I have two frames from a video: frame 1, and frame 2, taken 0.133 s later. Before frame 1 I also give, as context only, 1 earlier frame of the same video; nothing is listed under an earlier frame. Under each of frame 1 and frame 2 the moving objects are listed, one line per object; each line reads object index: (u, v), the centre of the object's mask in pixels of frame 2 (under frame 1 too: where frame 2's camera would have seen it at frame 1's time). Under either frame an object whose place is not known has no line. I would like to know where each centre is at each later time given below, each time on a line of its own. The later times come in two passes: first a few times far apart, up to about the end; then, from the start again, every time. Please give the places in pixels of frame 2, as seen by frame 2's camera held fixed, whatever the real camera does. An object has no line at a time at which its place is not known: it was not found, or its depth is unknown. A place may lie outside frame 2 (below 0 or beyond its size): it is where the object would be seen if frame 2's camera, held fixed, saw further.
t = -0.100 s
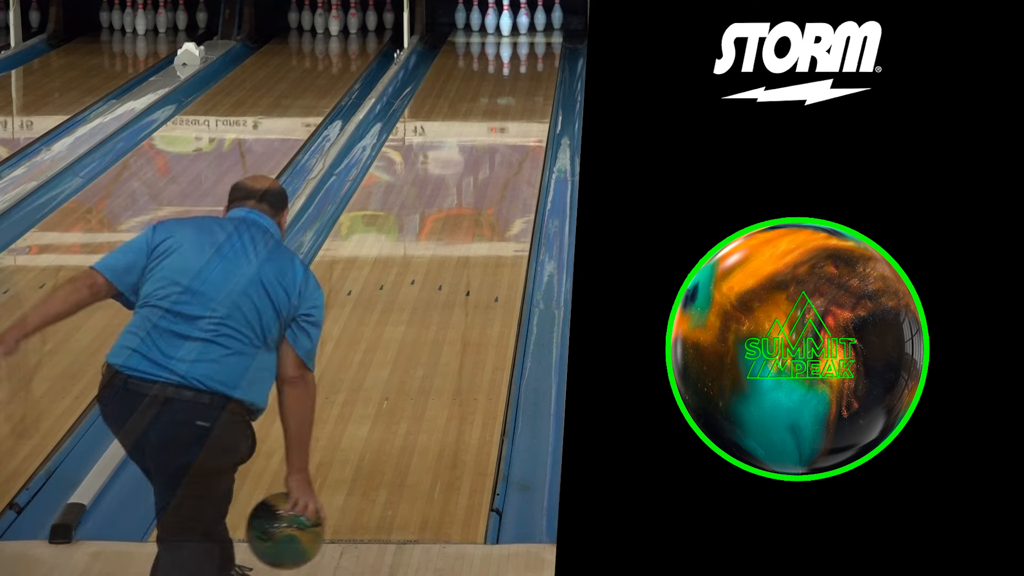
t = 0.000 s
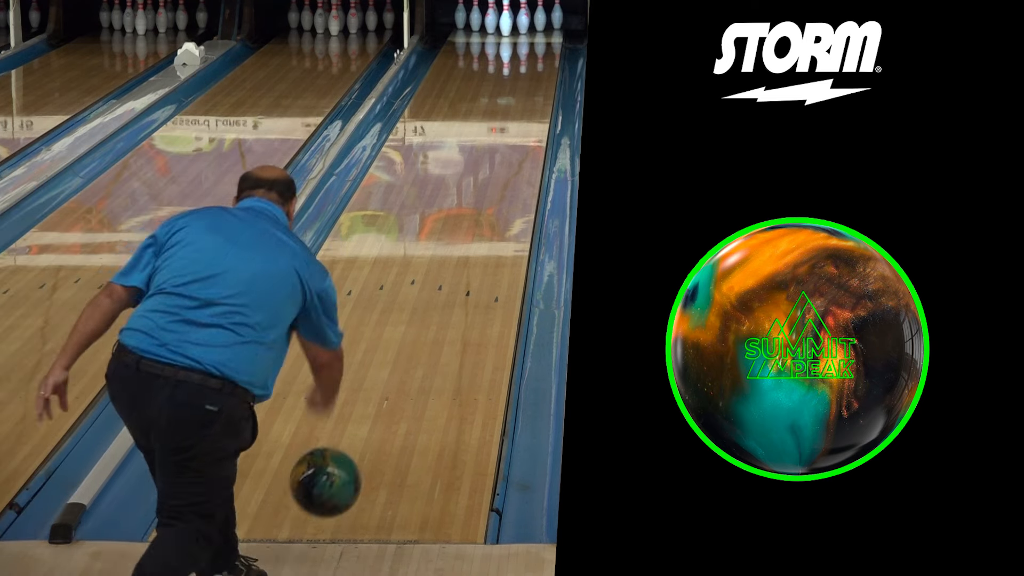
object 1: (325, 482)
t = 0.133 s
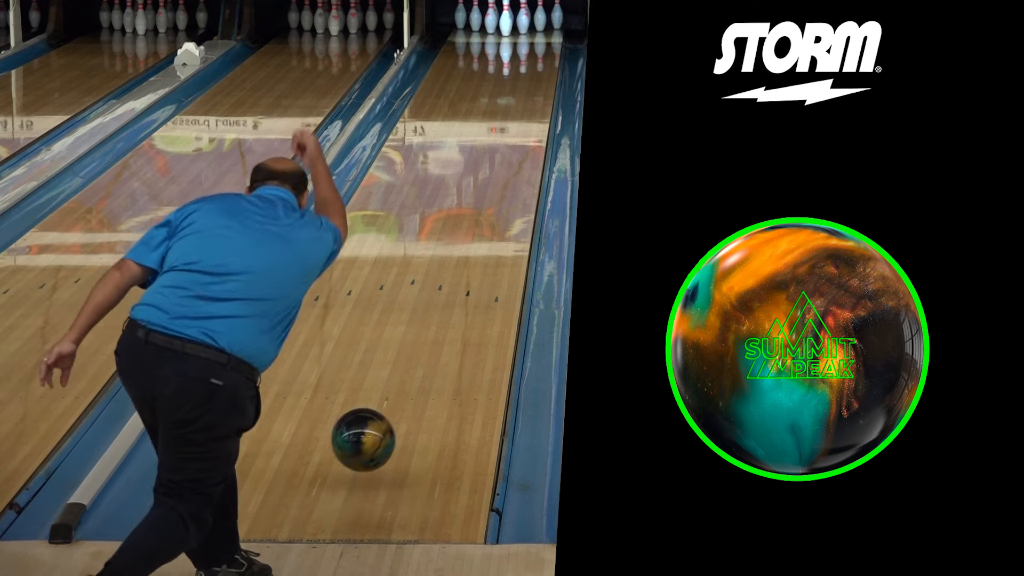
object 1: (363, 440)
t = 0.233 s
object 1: (387, 403)
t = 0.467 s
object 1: (429, 320)
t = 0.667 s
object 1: (457, 262)
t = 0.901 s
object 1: (481, 209)
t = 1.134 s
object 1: (500, 167)
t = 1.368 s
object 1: (514, 133)
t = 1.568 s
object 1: (523, 109)
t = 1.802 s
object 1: (530, 84)
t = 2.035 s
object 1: (532, 64)
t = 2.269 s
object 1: (529, 47)
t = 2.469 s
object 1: (521, 35)
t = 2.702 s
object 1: (515, 23)
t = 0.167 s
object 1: (371, 438)
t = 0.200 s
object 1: (379, 422)
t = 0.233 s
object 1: (387, 403)
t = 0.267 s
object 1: (394, 387)
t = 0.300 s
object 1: (400, 374)
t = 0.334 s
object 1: (406, 365)
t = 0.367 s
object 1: (412, 355)
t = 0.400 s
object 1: (418, 343)
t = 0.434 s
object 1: (424, 332)
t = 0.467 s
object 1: (429, 320)
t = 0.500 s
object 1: (434, 309)
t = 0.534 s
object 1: (439, 299)
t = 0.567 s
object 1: (444, 289)
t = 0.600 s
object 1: (448, 280)
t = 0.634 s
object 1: (452, 271)
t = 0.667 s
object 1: (457, 262)
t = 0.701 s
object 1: (460, 253)
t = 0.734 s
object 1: (464, 245)
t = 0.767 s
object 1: (468, 237)
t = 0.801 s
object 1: (472, 230)
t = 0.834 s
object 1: (475, 223)
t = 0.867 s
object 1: (478, 216)
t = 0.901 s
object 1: (481, 209)
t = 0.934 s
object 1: (484, 202)
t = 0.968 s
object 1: (487, 196)
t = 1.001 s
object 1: (490, 190)
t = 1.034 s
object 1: (493, 184)
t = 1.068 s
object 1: (495, 178)
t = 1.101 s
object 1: (498, 173)
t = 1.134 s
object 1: (500, 167)
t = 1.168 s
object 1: (502, 162)
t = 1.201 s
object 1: (504, 157)
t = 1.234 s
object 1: (507, 152)
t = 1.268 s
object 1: (509, 147)
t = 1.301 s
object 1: (511, 142)
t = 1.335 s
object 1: (512, 138)
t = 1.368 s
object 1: (514, 133)
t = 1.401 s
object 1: (516, 129)
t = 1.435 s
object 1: (518, 125)
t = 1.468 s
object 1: (519, 121)
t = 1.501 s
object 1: (521, 117)
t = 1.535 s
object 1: (522, 113)
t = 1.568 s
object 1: (523, 109)
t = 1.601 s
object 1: (524, 105)
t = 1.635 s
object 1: (525, 102)
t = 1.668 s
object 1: (526, 98)
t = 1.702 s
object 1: (527, 95)
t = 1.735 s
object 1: (528, 91)
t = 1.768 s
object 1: (529, 88)
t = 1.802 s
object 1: (530, 84)
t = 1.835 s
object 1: (530, 82)
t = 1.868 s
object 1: (530, 79)
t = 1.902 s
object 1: (531, 75)
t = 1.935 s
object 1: (532, 72)
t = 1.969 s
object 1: (532, 69)
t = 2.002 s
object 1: (532, 66)
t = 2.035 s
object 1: (532, 64)
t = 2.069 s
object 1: (532, 62)
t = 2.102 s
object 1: (531, 59)
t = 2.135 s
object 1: (531, 56)
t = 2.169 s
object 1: (530, 54)
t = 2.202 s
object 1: (530, 52)
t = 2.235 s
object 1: (529, 49)
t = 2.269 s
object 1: (529, 47)
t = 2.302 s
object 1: (528, 45)
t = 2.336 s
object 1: (526, 43)
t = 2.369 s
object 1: (526, 41)
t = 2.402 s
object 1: (524, 39)
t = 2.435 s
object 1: (524, 37)
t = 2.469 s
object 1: (521, 35)
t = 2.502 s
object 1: (520, 33)
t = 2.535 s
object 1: (519, 31)
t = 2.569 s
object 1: (518, 29)
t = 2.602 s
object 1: (516, 28)
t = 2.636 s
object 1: (515, 26)
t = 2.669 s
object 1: (517, 24)
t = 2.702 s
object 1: (515, 23)
